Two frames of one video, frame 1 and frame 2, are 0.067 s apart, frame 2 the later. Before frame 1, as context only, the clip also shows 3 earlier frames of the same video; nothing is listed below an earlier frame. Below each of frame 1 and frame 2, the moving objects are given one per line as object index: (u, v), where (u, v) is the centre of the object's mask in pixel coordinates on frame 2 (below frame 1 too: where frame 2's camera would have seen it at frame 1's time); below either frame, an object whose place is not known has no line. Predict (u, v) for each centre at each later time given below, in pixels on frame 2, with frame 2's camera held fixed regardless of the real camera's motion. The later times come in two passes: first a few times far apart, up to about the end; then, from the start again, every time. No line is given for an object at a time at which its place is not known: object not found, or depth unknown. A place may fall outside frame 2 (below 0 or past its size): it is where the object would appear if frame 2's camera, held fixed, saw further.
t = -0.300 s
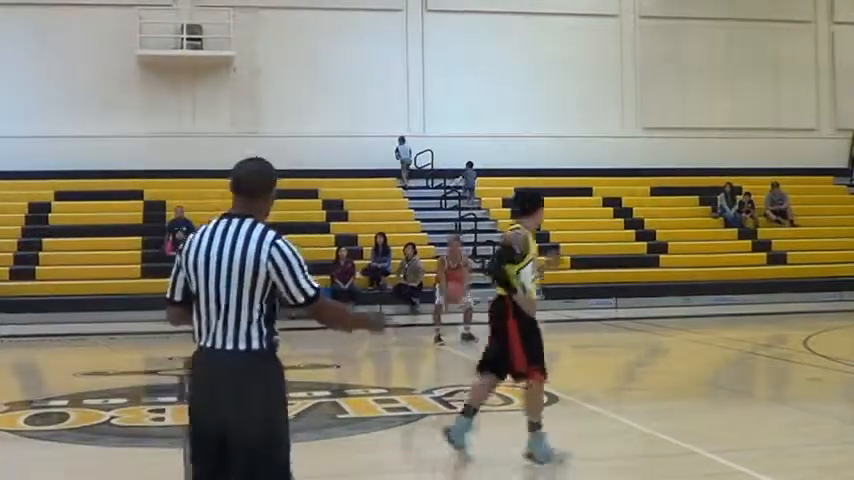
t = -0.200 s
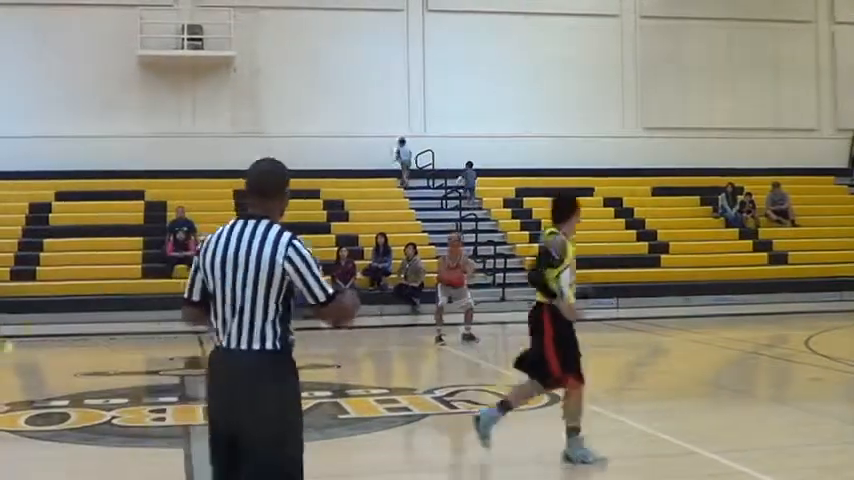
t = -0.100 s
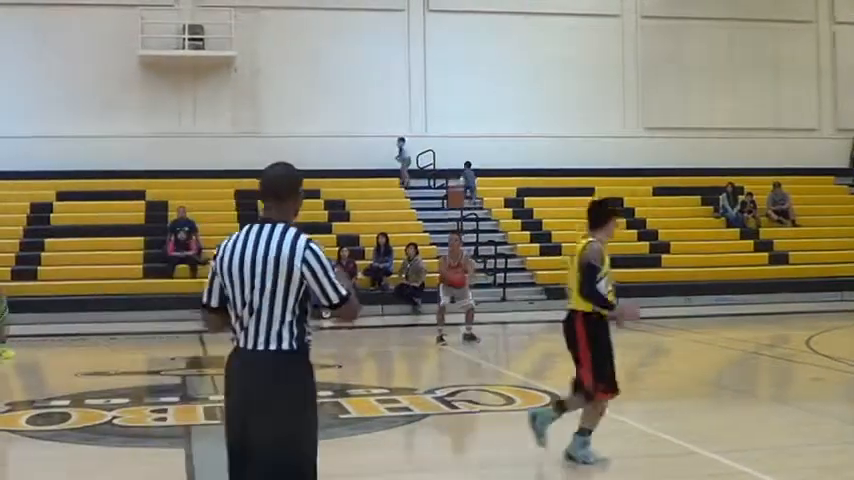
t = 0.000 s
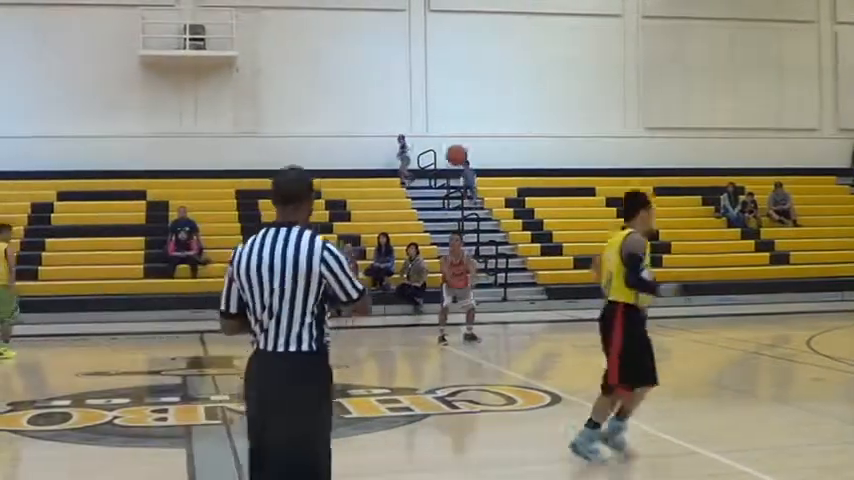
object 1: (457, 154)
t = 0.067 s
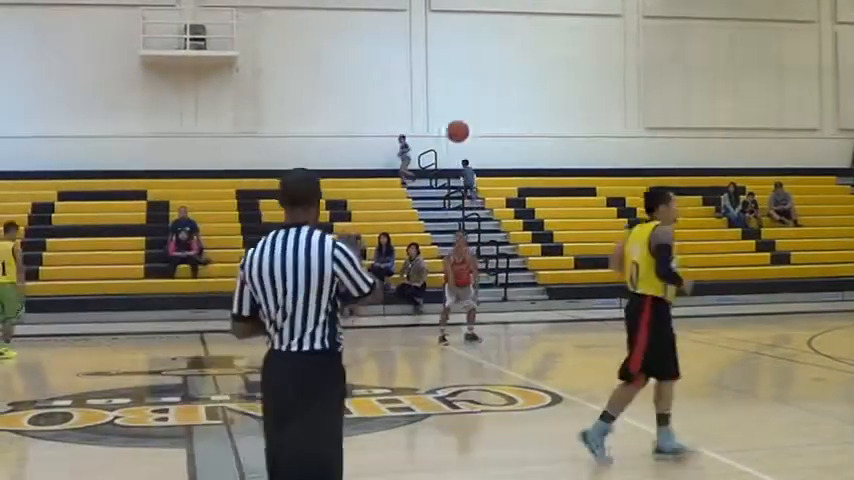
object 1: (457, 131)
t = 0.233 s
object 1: (458, 83)
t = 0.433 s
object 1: (461, 55)
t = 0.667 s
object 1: (464, 77)
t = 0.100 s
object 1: (457, 120)
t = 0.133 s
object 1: (457, 110)
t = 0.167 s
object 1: (458, 100)
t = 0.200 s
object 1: (458, 91)
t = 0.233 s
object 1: (458, 83)
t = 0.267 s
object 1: (459, 76)
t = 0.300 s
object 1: (459, 70)
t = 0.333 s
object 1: (459, 65)
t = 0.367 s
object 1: (460, 60)
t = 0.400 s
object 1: (460, 57)
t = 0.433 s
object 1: (461, 55)
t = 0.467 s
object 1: (461, 54)
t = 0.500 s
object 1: (461, 54)
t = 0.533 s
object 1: (462, 56)
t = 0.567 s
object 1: (462, 59)
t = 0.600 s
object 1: (463, 63)
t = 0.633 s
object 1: (464, 69)
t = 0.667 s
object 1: (464, 77)
